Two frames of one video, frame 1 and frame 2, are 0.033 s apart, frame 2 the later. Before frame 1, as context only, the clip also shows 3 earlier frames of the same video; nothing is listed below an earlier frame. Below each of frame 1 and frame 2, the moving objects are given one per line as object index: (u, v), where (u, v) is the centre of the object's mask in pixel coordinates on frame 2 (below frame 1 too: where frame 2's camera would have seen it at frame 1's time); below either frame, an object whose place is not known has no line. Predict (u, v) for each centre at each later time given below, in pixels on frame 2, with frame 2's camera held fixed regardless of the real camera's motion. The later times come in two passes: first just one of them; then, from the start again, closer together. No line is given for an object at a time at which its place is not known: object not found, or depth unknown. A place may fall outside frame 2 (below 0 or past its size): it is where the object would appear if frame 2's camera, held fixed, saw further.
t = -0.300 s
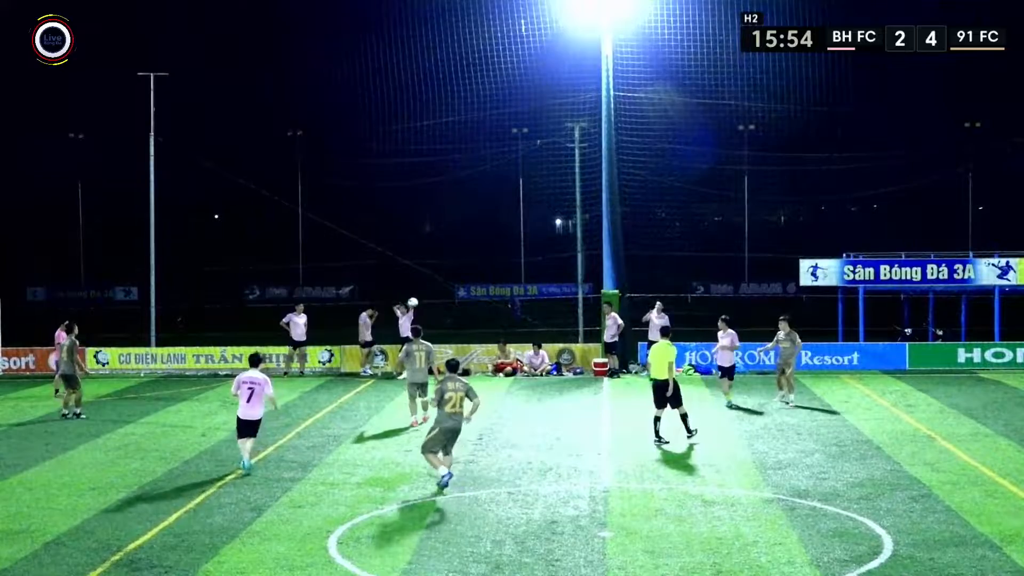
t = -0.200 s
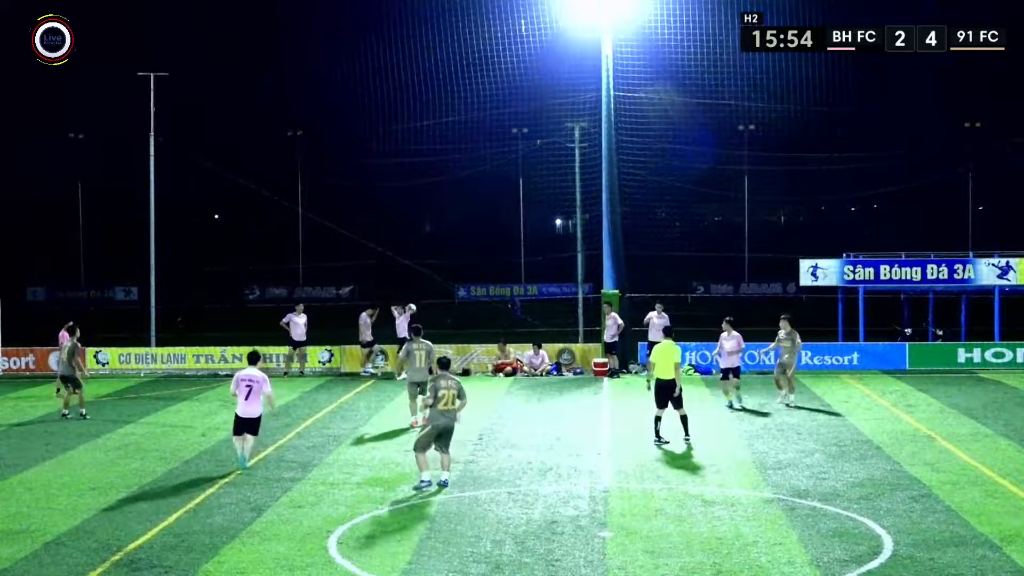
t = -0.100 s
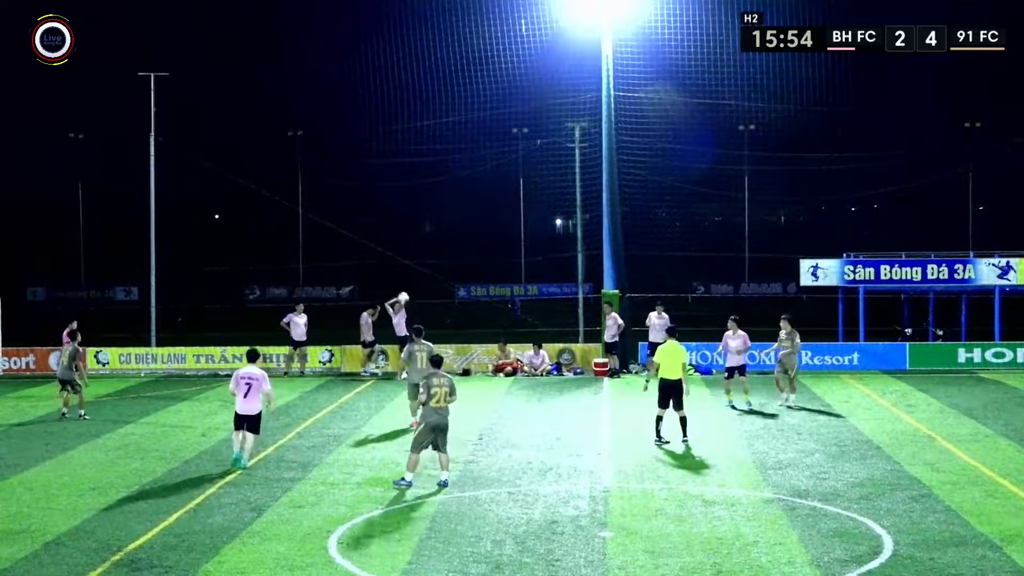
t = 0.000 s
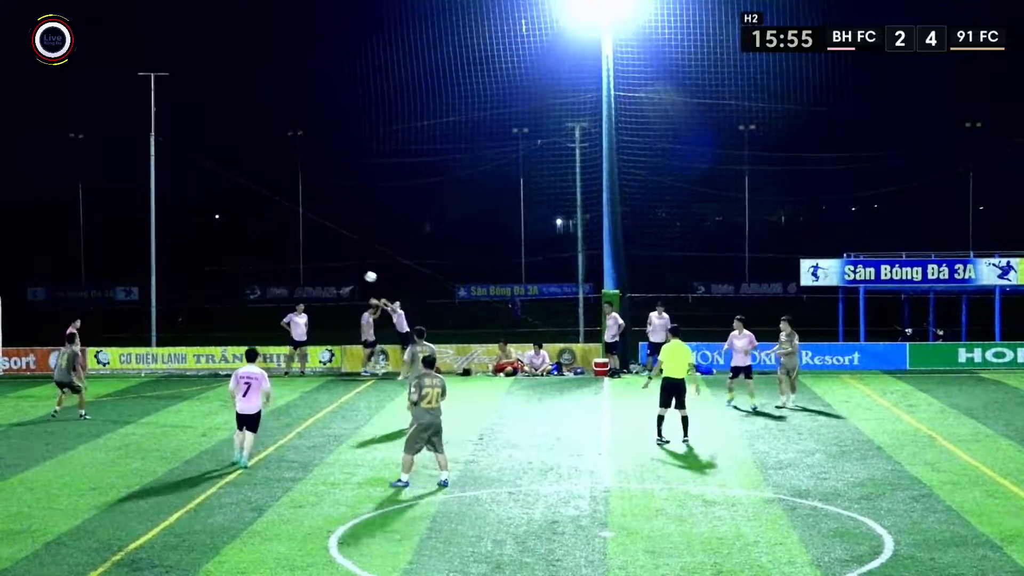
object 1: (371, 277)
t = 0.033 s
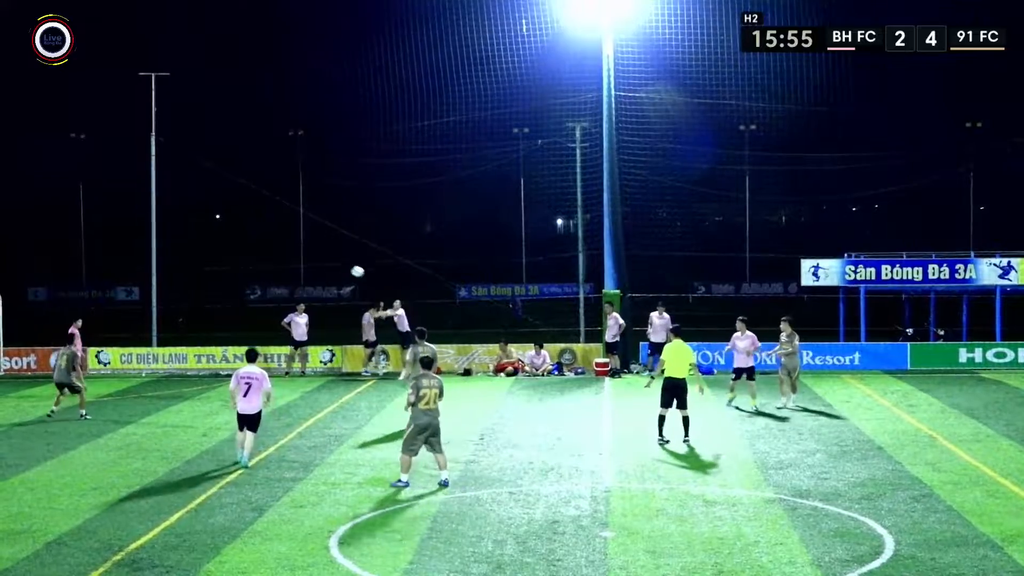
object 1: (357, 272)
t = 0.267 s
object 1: (255, 247)
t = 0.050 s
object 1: (350, 269)
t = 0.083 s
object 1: (337, 265)
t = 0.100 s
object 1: (329, 262)
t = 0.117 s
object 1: (322, 260)
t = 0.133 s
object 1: (315, 258)
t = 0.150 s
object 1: (308, 257)
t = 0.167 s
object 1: (301, 255)
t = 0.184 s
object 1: (294, 253)
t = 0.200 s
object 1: (286, 252)
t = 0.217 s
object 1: (278, 250)
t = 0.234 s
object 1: (271, 249)
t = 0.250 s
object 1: (263, 248)
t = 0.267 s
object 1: (255, 247)
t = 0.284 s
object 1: (248, 246)
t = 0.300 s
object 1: (241, 245)
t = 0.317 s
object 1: (233, 245)
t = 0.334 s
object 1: (226, 244)
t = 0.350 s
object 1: (218, 244)
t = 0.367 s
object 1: (210, 244)
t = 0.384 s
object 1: (203, 243)
